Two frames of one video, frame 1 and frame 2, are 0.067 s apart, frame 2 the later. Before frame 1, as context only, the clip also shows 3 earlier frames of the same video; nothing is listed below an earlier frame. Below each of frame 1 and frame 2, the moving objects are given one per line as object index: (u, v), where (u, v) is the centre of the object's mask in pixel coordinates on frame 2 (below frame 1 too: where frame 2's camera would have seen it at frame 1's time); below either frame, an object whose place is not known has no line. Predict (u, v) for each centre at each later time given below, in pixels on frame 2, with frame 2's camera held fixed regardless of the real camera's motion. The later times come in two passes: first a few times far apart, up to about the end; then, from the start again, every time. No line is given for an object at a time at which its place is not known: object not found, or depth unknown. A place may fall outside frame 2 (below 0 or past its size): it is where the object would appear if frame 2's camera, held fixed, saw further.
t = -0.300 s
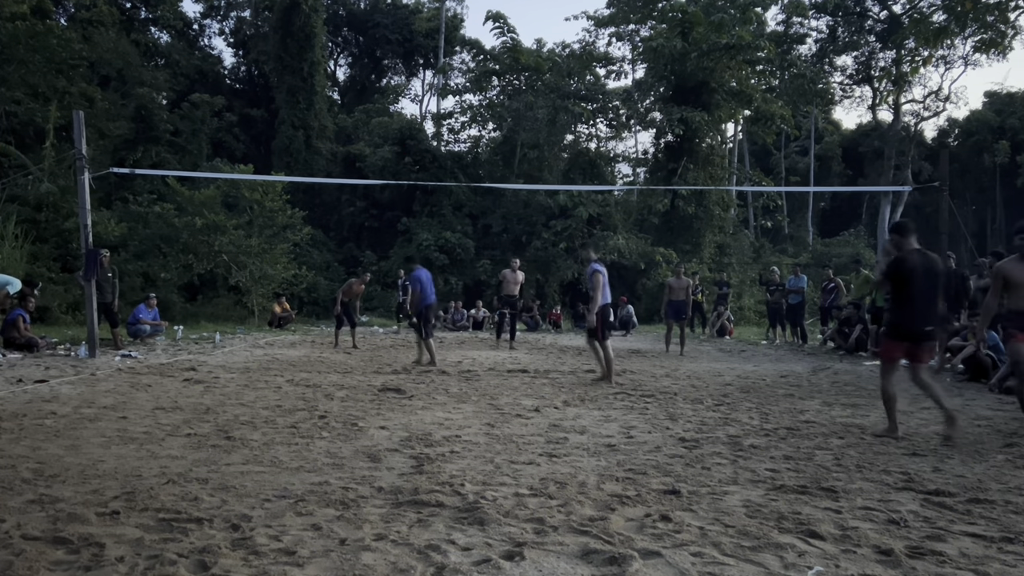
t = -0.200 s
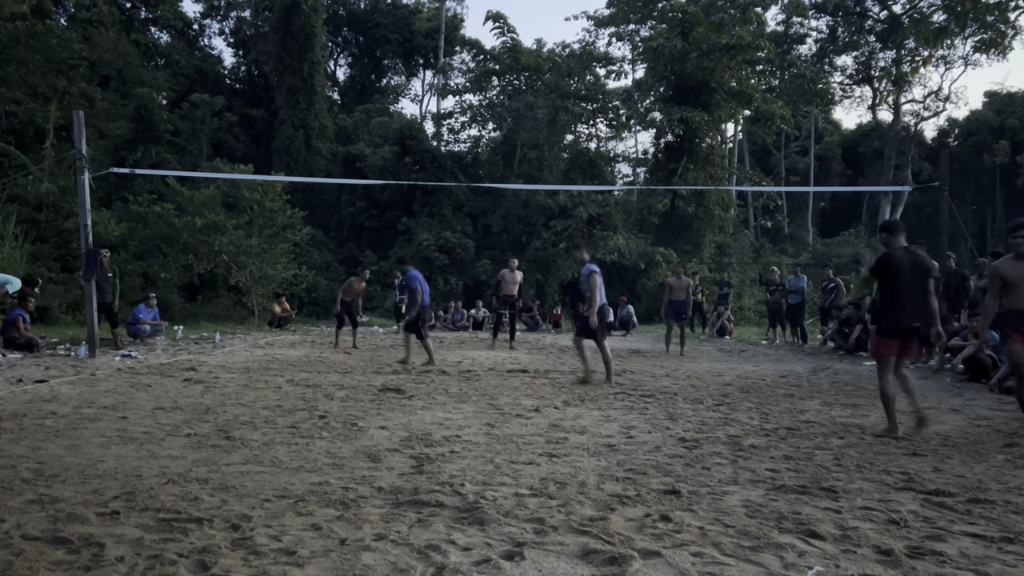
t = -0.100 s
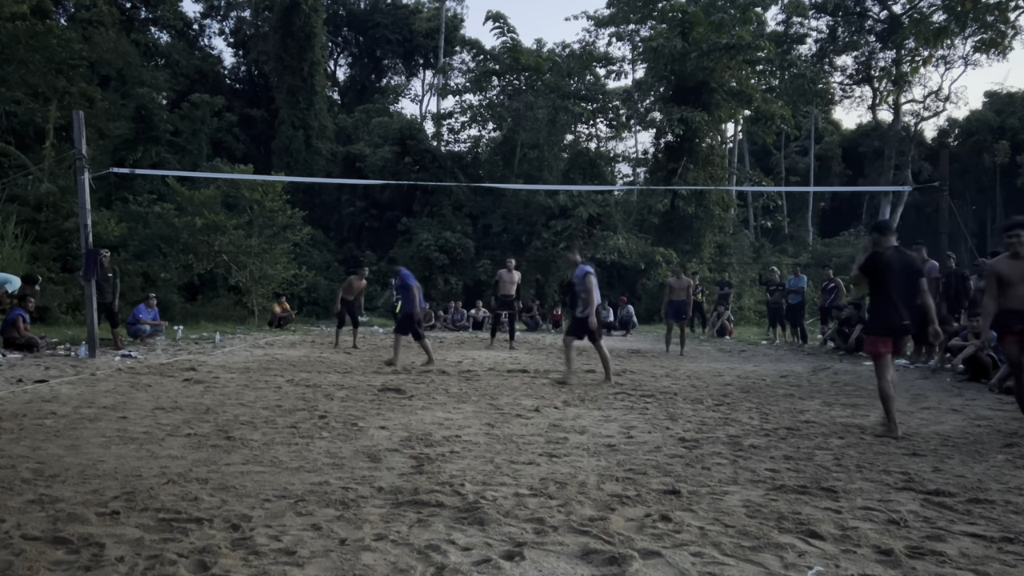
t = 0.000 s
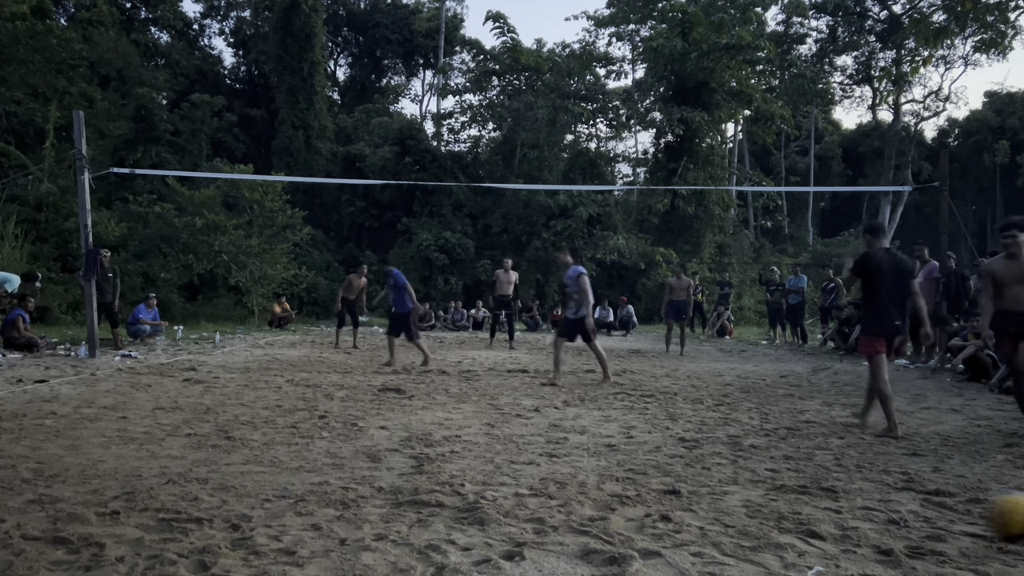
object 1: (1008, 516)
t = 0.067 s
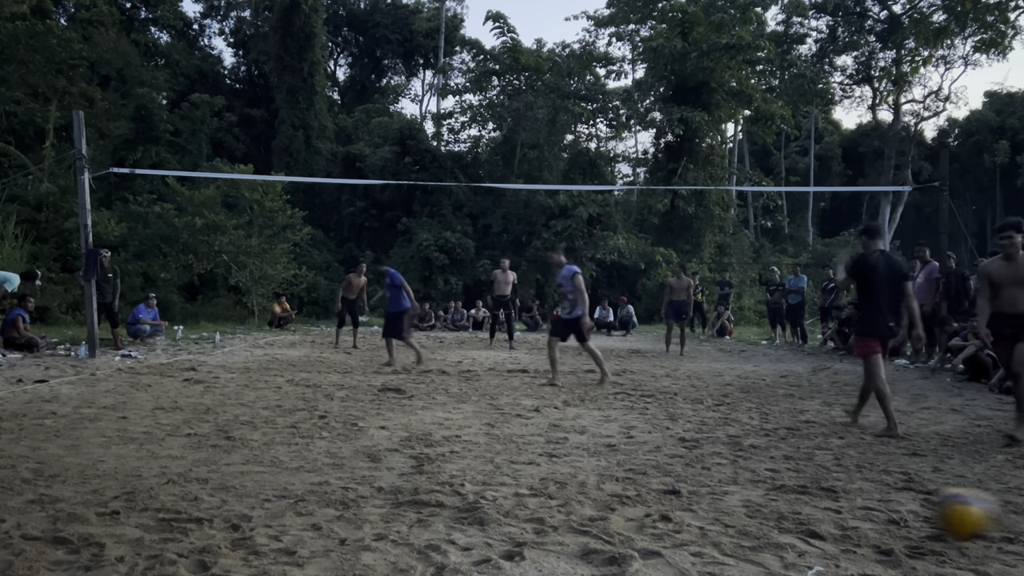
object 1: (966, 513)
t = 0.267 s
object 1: (822, 497)
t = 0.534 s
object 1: (664, 482)
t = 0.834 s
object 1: (548, 476)
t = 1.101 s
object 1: (475, 470)
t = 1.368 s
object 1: (427, 466)
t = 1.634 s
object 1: (391, 465)
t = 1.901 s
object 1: (365, 460)
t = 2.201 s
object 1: (343, 454)
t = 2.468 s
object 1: (326, 448)
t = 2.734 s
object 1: (314, 445)
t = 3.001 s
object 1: (308, 441)
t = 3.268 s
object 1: (300, 438)
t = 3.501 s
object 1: (295, 438)
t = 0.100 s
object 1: (940, 515)
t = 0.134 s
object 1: (915, 516)
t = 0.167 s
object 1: (889, 512)
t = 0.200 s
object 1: (864, 504)
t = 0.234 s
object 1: (841, 500)
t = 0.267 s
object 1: (822, 497)
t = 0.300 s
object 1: (796, 495)
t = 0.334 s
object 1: (773, 497)
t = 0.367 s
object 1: (754, 498)
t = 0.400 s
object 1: (734, 495)
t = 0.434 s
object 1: (713, 496)
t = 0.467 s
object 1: (693, 496)
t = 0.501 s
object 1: (677, 490)
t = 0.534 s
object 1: (664, 482)
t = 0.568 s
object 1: (650, 475)
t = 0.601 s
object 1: (636, 472)
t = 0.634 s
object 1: (621, 471)
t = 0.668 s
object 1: (610, 473)
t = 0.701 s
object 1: (596, 476)
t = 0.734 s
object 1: (583, 480)
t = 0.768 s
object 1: (572, 476)
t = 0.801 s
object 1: (560, 475)
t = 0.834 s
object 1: (548, 476)
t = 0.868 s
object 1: (537, 478)
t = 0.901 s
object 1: (527, 476)
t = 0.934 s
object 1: (516, 475)
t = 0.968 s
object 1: (506, 476)
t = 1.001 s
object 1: (496, 474)
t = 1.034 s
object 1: (489, 470)
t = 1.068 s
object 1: (482, 469)
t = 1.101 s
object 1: (475, 470)
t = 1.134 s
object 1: (468, 472)
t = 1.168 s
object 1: (461, 471)
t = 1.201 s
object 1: (455, 469)
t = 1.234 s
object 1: (449, 468)
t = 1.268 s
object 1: (442, 468)
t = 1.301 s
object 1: (436, 467)
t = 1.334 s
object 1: (431, 466)
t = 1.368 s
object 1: (427, 466)
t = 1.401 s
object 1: (421, 463)
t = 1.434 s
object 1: (416, 464)
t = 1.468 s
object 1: (412, 463)
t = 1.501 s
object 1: (408, 463)
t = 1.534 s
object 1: (403, 463)
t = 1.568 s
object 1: (399, 464)
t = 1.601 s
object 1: (394, 465)
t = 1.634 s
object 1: (391, 465)
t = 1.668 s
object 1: (386, 463)
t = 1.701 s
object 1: (383, 463)
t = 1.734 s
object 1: (379, 462)
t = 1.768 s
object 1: (376, 461)
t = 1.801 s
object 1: (373, 462)
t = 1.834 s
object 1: (370, 461)
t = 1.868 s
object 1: (368, 460)
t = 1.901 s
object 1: (365, 460)
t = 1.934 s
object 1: (363, 457)
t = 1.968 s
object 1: (361, 457)
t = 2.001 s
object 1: (359, 457)
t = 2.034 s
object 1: (356, 456)
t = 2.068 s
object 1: (354, 455)
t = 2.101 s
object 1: (351, 456)
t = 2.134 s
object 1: (347, 455)
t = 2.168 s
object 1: (344, 454)
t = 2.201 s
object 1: (343, 454)
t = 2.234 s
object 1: (341, 453)
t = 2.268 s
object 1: (339, 453)
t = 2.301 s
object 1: (336, 452)
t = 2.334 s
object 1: (334, 451)
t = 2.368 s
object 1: (332, 450)
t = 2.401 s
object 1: (330, 450)
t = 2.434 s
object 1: (328, 449)
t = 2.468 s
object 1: (326, 448)
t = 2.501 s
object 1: (324, 448)
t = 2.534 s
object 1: (323, 448)
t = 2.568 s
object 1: (322, 448)
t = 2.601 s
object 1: (320, 448)
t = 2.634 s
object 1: (318, 447)
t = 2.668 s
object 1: (317, 446)
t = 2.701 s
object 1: (316, 445)
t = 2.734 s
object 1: (314, 445)
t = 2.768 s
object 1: (313, 445)
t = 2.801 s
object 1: (312, 444)
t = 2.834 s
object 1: (311, 444)
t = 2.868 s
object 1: (311, 443)
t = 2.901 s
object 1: (310, 443)
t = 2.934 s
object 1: (309, 442)
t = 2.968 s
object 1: (308, 441)
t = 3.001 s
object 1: (308, 441)
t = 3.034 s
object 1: (307, 441)
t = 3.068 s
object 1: (305, 441)
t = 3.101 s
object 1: (304, 440)
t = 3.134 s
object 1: (303, 440)
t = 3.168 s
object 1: (302, 440)
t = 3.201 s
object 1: (301, 439)
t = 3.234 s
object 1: (301, 439)
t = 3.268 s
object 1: (300, 438)
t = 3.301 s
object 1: (299, 438)
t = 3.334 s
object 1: (299, 438)
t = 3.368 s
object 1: (298, 438)
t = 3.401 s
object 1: (297, 438)
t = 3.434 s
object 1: (296, 438)
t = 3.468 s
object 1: (295, 438)
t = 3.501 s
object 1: (295, 438)
